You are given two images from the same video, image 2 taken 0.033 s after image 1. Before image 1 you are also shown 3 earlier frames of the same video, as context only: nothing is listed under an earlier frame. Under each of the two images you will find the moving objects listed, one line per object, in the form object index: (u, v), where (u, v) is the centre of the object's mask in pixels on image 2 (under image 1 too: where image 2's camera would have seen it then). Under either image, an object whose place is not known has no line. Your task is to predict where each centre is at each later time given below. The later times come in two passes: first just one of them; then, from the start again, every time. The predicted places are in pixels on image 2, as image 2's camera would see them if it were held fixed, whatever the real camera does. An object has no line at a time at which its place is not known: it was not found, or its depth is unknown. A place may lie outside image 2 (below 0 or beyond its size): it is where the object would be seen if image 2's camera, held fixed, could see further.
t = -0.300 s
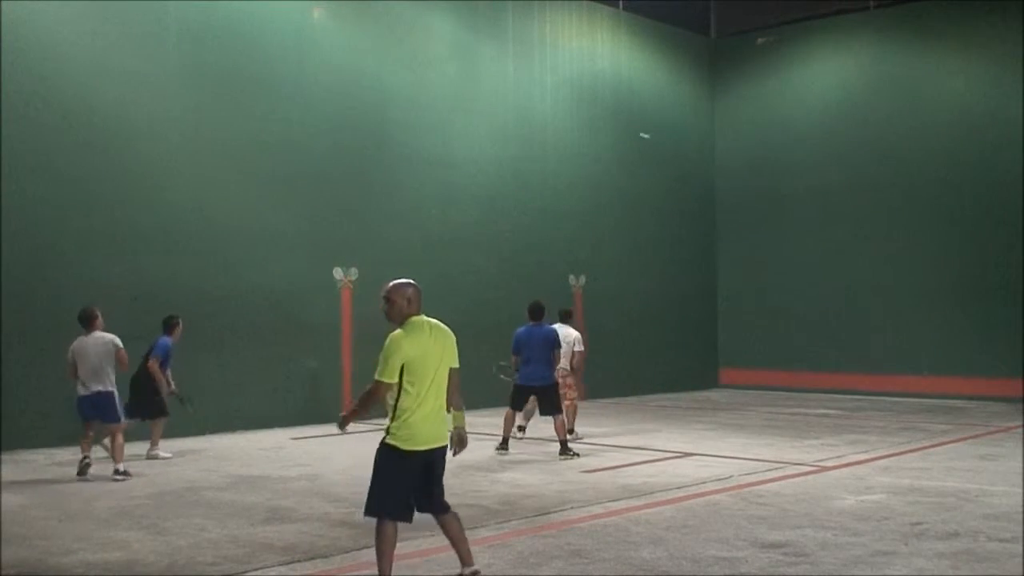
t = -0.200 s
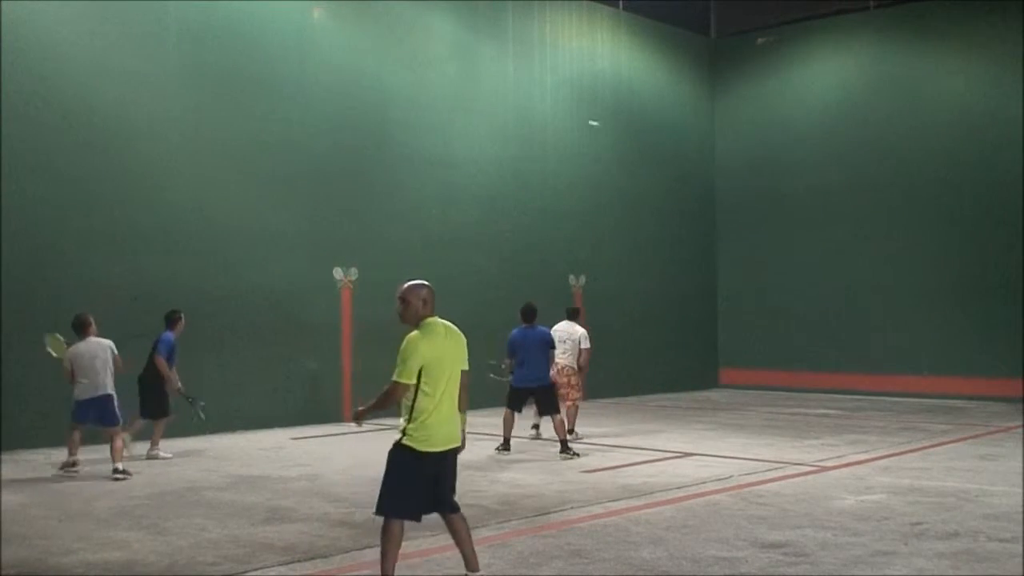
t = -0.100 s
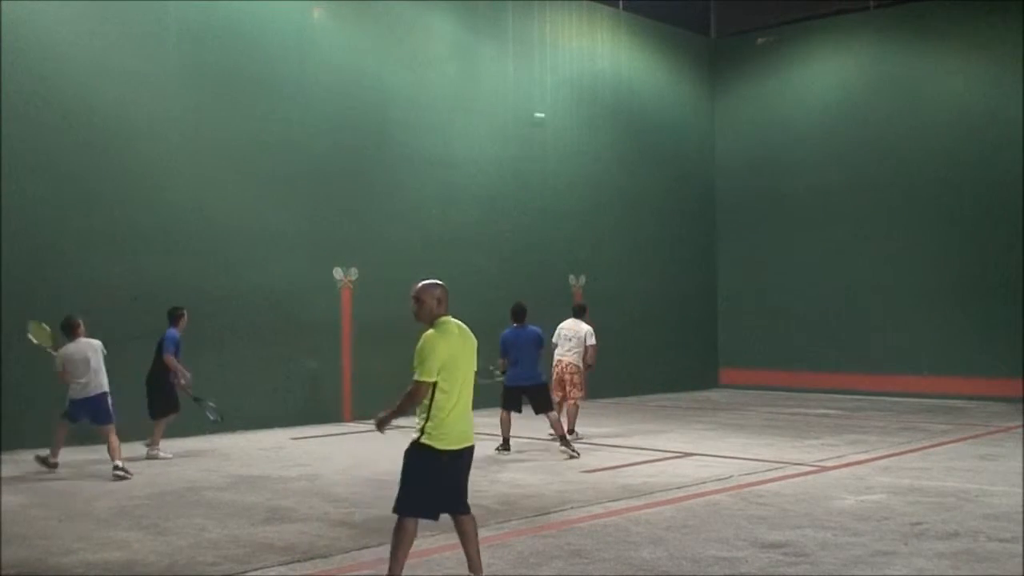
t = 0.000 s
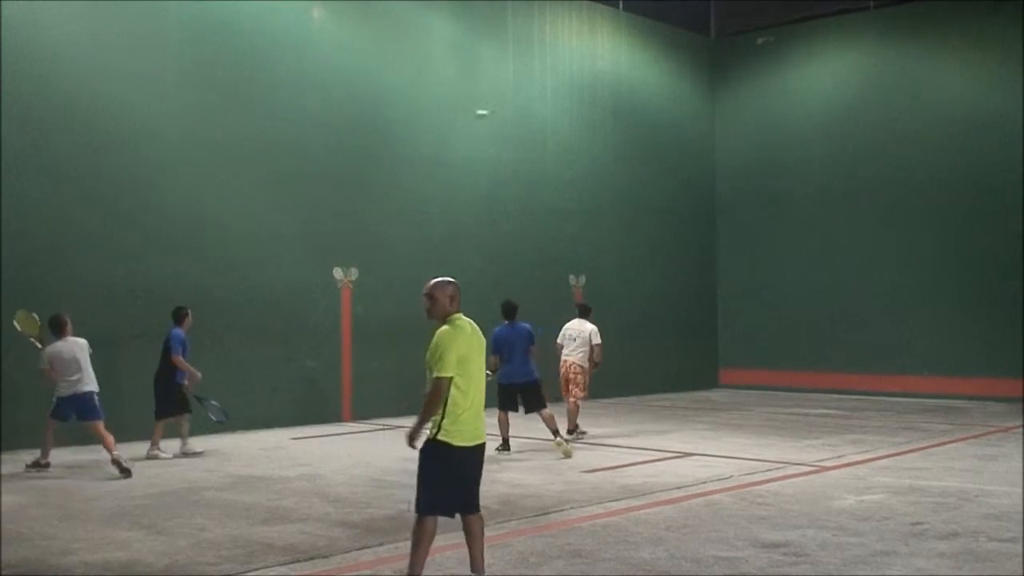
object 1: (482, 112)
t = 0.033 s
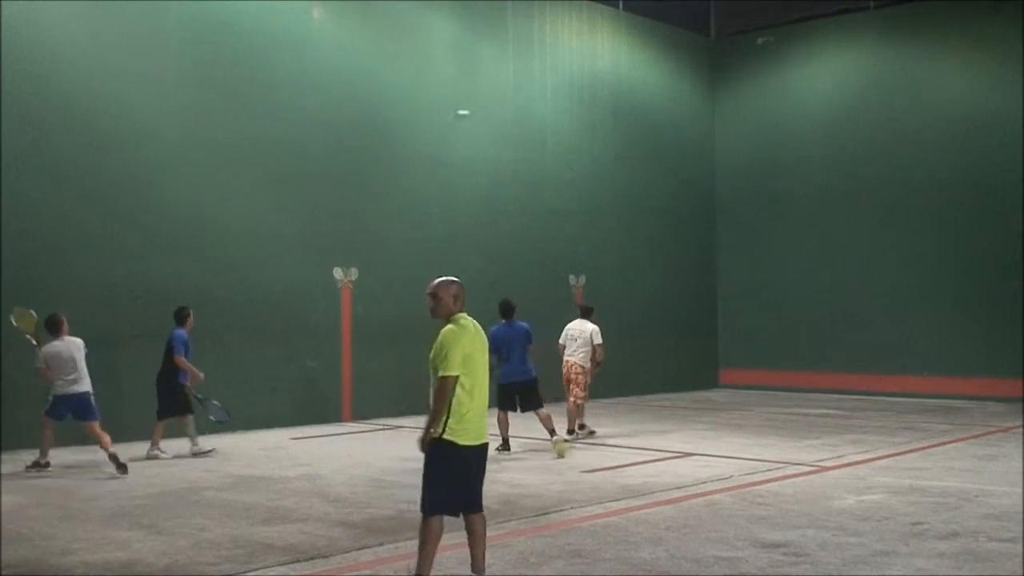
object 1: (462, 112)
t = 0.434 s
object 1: (230, 171)
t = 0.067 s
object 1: (446, 113)
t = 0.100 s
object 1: (428, 114)
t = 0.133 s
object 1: (411, 117)
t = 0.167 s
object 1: (393, 118)
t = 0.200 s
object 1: (375, 122)
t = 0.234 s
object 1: (355, 126)
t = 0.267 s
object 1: (335, 132)
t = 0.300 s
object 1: (316, 138)
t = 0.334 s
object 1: (295, 145)
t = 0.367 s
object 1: (274, 152)
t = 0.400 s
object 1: (252, 161)
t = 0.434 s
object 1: (230, 171)
